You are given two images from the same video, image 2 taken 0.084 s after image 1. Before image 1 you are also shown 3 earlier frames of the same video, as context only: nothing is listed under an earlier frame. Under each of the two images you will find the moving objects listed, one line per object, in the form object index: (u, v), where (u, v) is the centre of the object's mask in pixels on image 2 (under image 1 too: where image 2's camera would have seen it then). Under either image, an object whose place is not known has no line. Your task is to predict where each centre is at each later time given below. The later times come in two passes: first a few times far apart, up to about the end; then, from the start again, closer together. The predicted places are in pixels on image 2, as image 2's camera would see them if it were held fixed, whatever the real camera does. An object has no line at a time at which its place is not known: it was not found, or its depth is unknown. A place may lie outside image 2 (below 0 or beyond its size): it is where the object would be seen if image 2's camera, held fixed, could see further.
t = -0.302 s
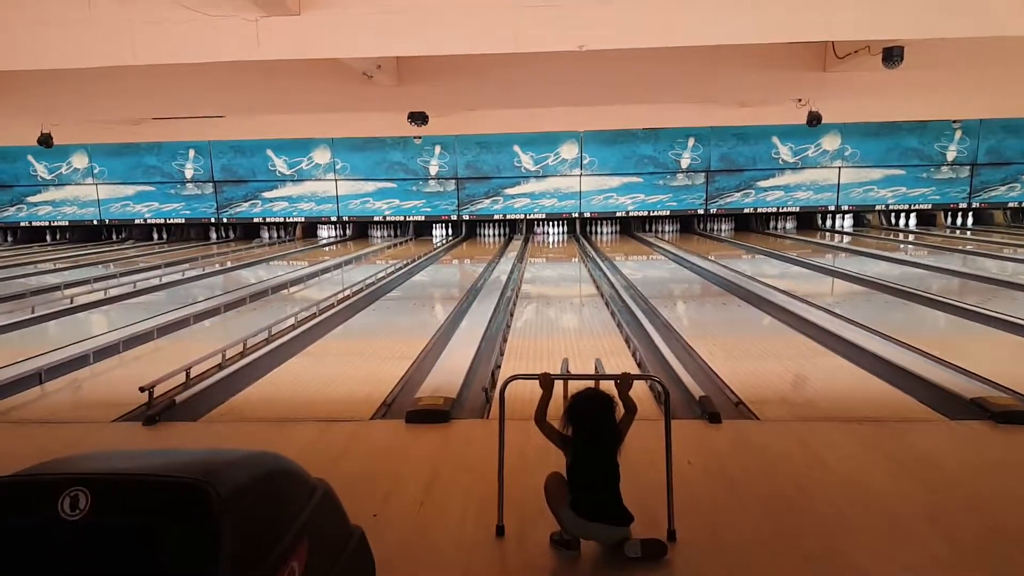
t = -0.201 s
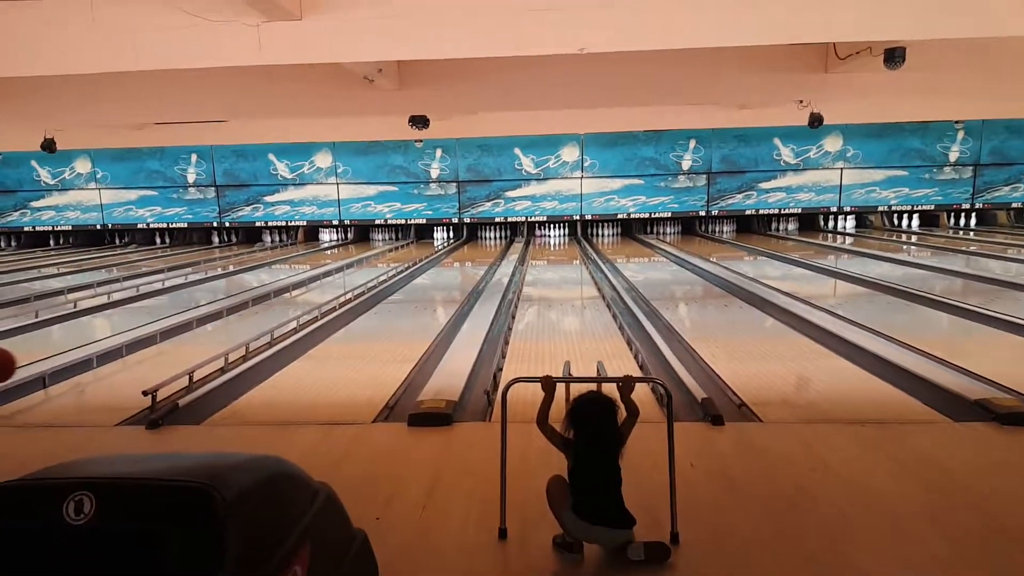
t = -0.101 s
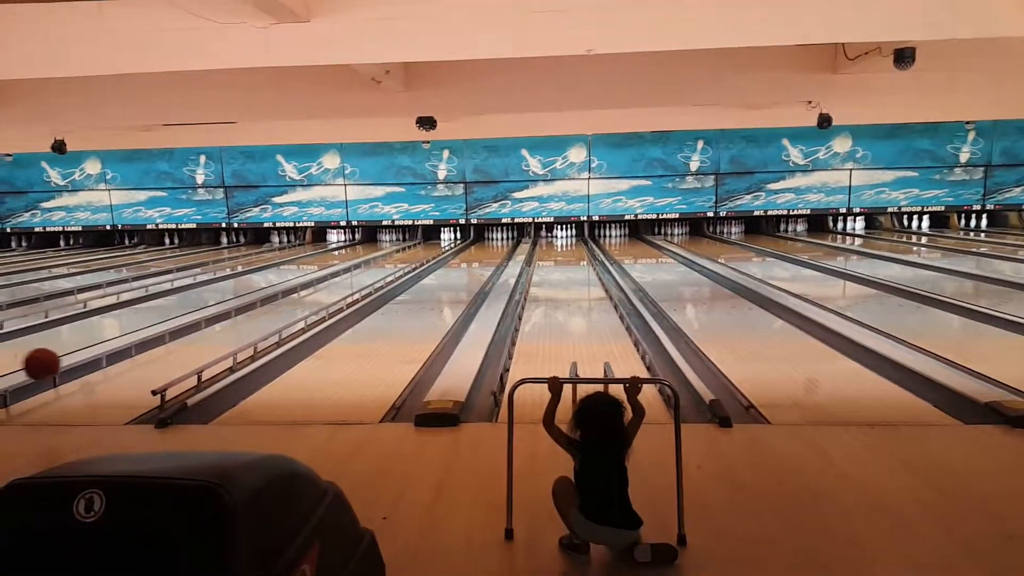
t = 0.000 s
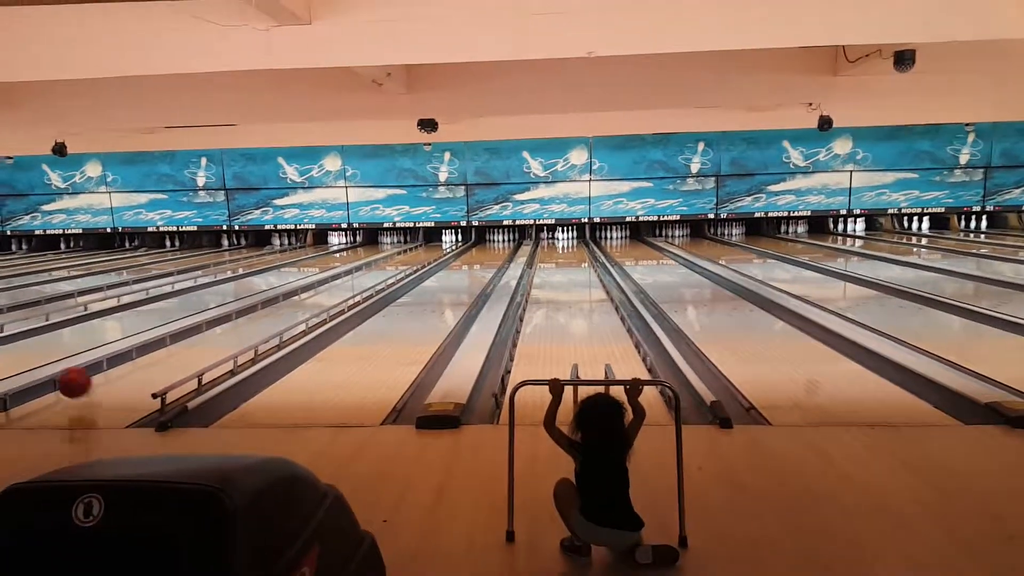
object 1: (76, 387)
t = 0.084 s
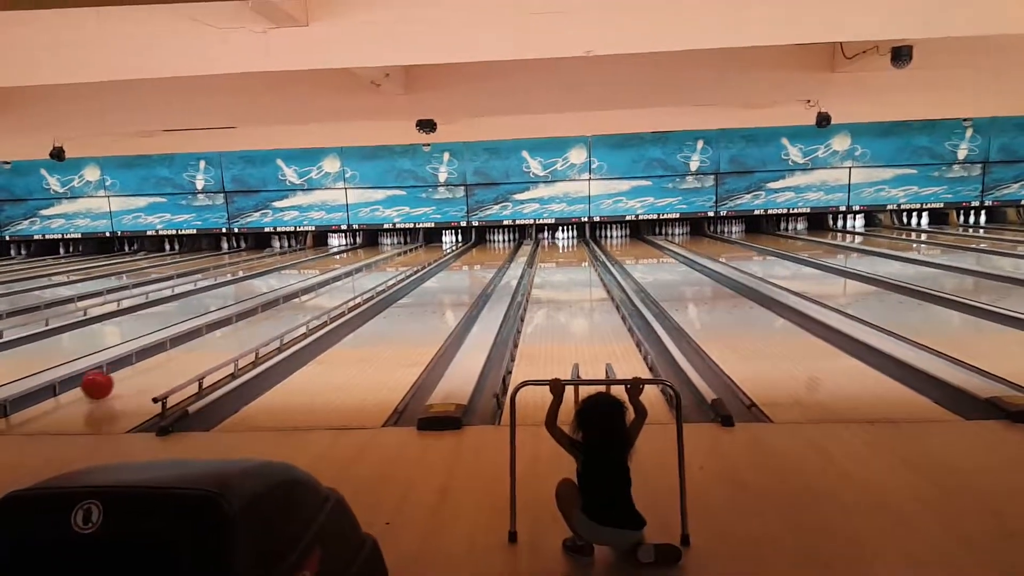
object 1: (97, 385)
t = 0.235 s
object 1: (131, 372)
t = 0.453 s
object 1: (170, 354)
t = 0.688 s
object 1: (207, 337)
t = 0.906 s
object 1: (231, 326)
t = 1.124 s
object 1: (253, 316)
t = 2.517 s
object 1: (343, 277)
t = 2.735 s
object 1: (352, 273)
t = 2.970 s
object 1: (360, 270)
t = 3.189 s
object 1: (365, 268)
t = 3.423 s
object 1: (373, 265)
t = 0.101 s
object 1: (101, 383)
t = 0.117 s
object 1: (106, 381)
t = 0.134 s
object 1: (109, 380)
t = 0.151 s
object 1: (113, 380)
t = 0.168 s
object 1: (116, 378)
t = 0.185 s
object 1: (120, 376)
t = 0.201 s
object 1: (124, 374)
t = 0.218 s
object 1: (127, 373)
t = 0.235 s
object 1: (131, 372)
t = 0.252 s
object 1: (135, 370)
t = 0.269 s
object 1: (138, 369)
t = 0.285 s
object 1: (141, 367)
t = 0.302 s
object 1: (144, 366)
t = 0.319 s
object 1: (148, 364)
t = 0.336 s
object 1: (150, 363)
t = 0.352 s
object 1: (153, 362)
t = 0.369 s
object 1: (156, 361)
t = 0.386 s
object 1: (159, 359)
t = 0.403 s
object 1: (162, 358)
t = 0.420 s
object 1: (165, 357)
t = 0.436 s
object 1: (168, 355)
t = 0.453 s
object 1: (170, 354)
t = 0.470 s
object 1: (173, 353)
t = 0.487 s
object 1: (176, 352)
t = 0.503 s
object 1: (179, 350)
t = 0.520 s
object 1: (182, 349)
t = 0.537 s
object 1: (184, 348)
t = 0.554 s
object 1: (187, 347)
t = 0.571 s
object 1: (190, 346)
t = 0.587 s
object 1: (192, 344)
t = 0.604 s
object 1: (195, 344)
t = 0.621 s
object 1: (198, 342)
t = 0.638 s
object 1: (200, 341)
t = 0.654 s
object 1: (202, 340)
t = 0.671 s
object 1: (205, 339)
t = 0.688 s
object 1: (207, 337)
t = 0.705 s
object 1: (209, 337)
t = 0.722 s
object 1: (211, 335)
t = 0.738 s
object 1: (213, 335)
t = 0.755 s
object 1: (215, 333)
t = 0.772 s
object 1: (217, 333)
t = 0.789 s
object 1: (219, 332)
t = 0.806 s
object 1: (221, 331)
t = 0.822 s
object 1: (223, 330)
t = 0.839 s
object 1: (225, 329)
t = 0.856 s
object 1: (227, 329)
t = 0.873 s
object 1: (228, 328)
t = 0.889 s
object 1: (230, 327)
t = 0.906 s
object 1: (231, 326)
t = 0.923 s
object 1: (233, 325)
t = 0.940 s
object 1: (235, 324)
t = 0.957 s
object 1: (236, 324)
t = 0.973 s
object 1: (238, 323)
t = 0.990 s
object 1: (239, 323)
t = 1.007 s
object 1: (241, 322)
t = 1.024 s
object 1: (243, 321)
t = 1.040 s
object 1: (244, 321)
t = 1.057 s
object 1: (246, 320)
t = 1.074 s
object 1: (248, 319)
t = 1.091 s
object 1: (249, 319)
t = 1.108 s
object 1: (251, 318)
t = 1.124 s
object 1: (253, 316)
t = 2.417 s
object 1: (339, 280)
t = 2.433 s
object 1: (340, 279)
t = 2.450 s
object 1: (341, 279)
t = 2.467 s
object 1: (341, 278)
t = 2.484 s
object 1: (342, 278)
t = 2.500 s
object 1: (342, 278)
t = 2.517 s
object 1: (343, 277)
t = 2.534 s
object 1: (344, 277)
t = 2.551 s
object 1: (344, 277)
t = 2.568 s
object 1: (344, 277)
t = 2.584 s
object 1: (345, 277)
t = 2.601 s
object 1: (346, 276)
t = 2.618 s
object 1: (346, 276)
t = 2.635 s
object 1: (347, 276)
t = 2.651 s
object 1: (347, 276)
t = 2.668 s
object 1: (349, 275)
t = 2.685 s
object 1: (349, 275)
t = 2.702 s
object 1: (351, 274)
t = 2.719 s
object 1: (351, 274)
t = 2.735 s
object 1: (352, 273)
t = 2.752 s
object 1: (352, 273)
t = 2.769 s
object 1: (353, 273)
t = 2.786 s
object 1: (353, 273)
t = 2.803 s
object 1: (354, 273)
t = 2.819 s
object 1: (355, 272)
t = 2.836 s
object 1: (355, 272)
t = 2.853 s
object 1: (355, 272)
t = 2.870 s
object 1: (356, 272)
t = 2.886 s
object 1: (357, 272)
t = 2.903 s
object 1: (357, 272)
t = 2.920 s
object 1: (359, 271)
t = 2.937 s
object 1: (359, 271)
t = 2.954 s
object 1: (359, 270)
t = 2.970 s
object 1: (360, 270)
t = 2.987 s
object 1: (361, 270)
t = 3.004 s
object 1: (361, 270)
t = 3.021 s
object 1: (362, 270)
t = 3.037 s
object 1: (362, 270)
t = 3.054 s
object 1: (363, 269)
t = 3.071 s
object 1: (363, 269)
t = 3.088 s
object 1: (363, 269)
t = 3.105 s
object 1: (364, 268)
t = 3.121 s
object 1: (364, 268)
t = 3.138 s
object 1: (364, 268)
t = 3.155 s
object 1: (365, 268)
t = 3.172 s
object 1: (365, 268)
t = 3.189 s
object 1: (365, 268)
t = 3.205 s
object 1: (367, 267)
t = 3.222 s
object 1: (368, 267)
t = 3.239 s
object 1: (369, 267)
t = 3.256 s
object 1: (369, 266)
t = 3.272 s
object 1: (370, 266)
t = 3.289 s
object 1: (370, 266)
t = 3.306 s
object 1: (370, 266)
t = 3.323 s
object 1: (371, 266)
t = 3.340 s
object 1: (372, 266)
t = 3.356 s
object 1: (372, 265)
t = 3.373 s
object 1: (372, 265)
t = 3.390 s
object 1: (372, 265)
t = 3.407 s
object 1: (373, 265)
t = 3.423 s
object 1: (373, 265)
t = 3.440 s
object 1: (373, 264)
